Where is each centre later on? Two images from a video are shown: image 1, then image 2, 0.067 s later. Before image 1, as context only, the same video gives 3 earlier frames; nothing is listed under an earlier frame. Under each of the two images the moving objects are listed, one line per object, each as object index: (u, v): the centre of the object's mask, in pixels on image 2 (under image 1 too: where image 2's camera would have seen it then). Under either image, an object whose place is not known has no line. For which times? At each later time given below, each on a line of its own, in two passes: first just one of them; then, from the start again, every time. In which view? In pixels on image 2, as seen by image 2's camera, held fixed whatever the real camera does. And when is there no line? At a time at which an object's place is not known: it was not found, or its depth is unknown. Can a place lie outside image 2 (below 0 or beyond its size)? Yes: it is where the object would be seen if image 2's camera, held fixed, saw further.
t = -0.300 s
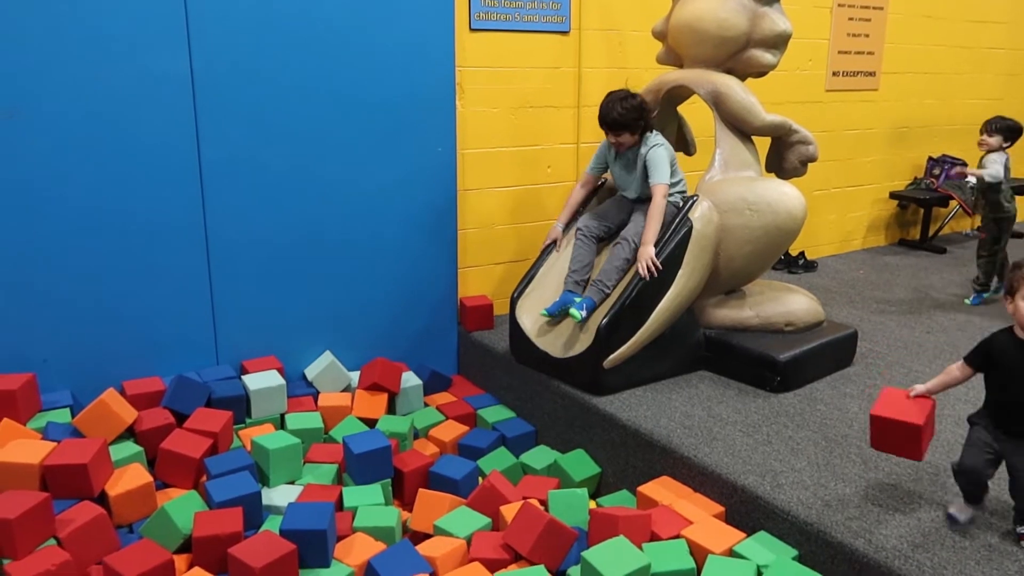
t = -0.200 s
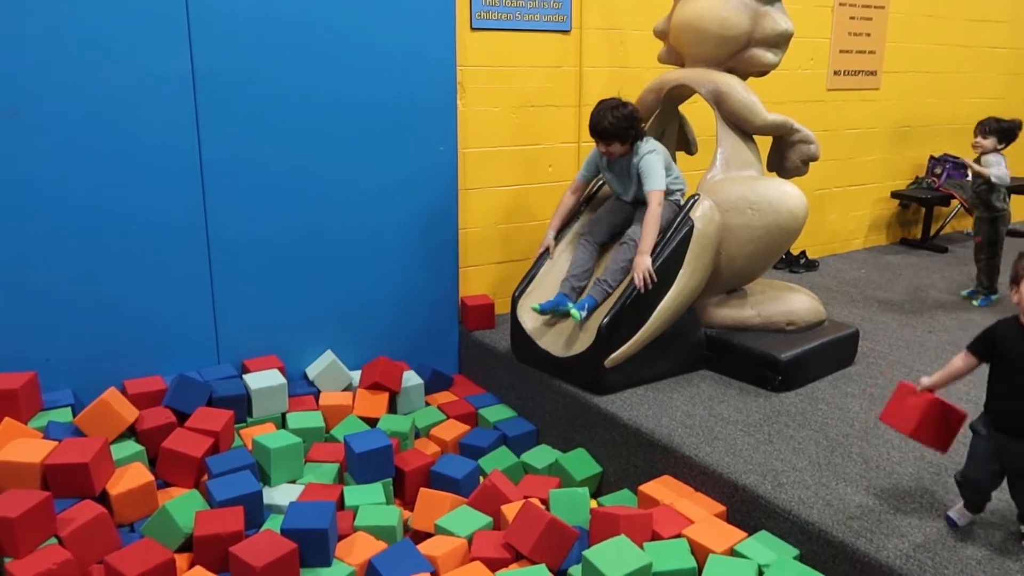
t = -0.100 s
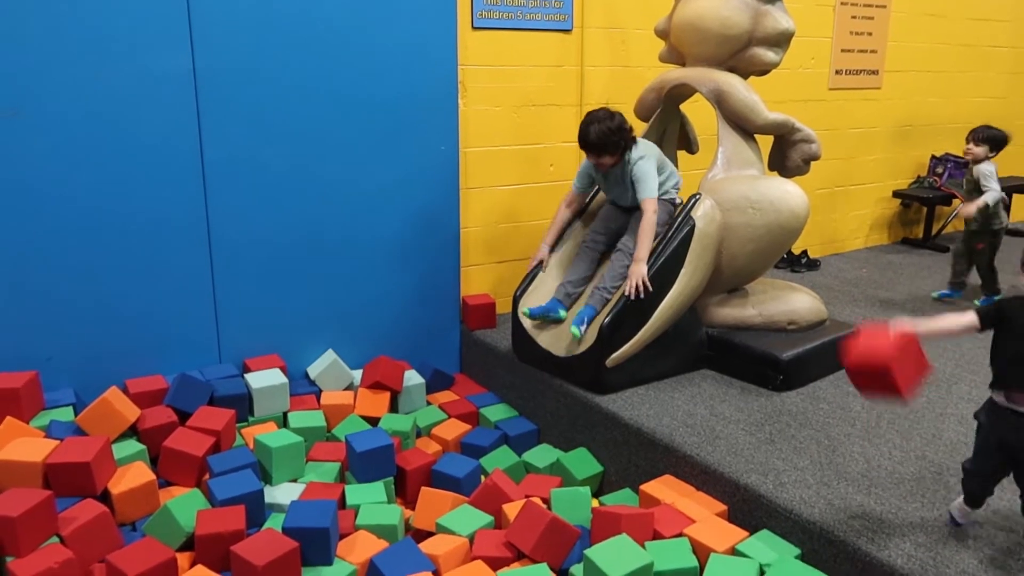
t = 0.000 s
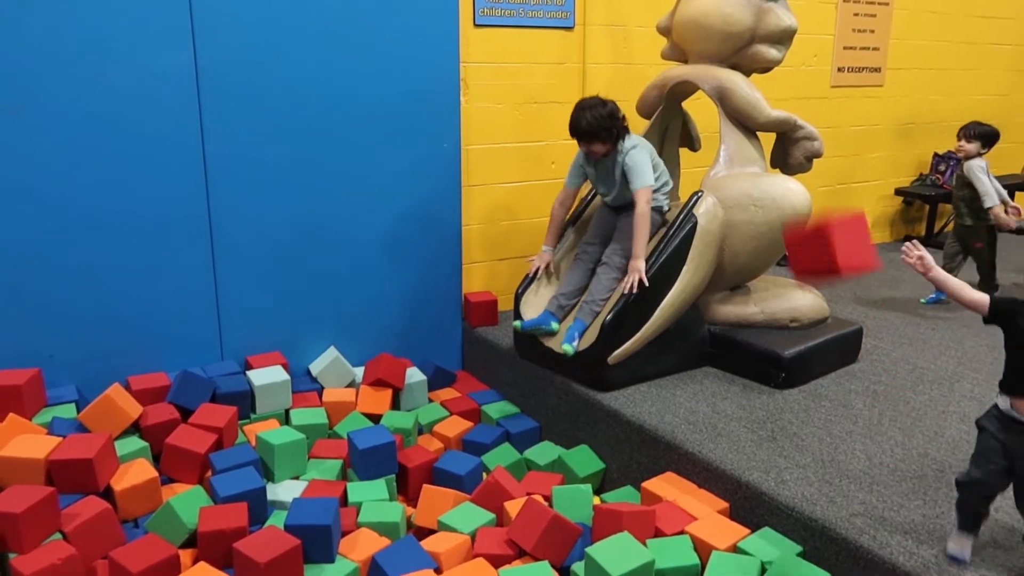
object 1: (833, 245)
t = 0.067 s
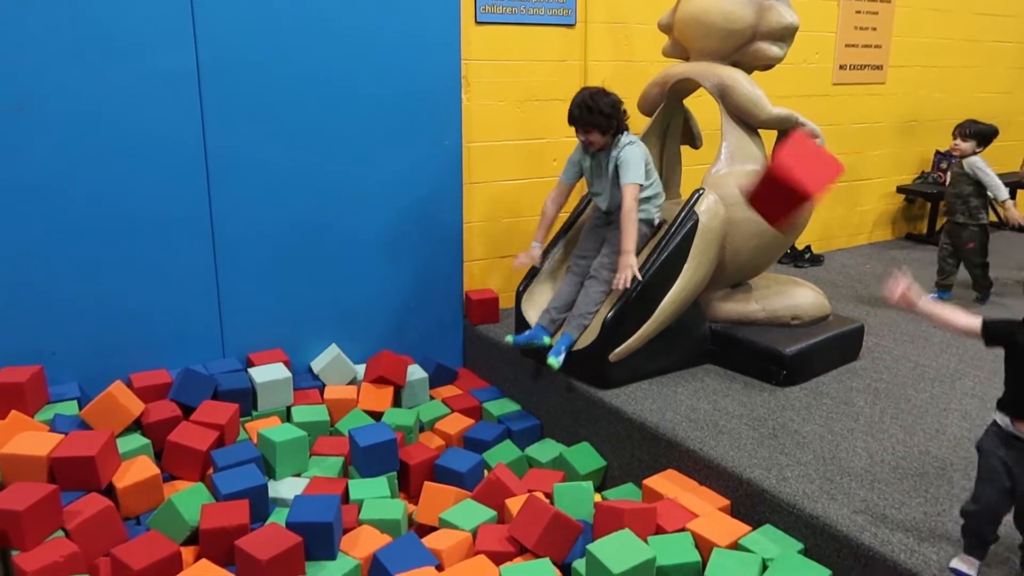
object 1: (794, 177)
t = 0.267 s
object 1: (652, 68)
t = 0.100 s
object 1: (771, 151)
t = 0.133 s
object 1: (751, 127)
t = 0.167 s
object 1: (727, 107)
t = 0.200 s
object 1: (702, 90)
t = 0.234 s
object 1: (676, 76)
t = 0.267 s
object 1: (652, 68)
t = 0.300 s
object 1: (624, 67)
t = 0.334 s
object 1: (593, 68)
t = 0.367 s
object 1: (565, 77)
